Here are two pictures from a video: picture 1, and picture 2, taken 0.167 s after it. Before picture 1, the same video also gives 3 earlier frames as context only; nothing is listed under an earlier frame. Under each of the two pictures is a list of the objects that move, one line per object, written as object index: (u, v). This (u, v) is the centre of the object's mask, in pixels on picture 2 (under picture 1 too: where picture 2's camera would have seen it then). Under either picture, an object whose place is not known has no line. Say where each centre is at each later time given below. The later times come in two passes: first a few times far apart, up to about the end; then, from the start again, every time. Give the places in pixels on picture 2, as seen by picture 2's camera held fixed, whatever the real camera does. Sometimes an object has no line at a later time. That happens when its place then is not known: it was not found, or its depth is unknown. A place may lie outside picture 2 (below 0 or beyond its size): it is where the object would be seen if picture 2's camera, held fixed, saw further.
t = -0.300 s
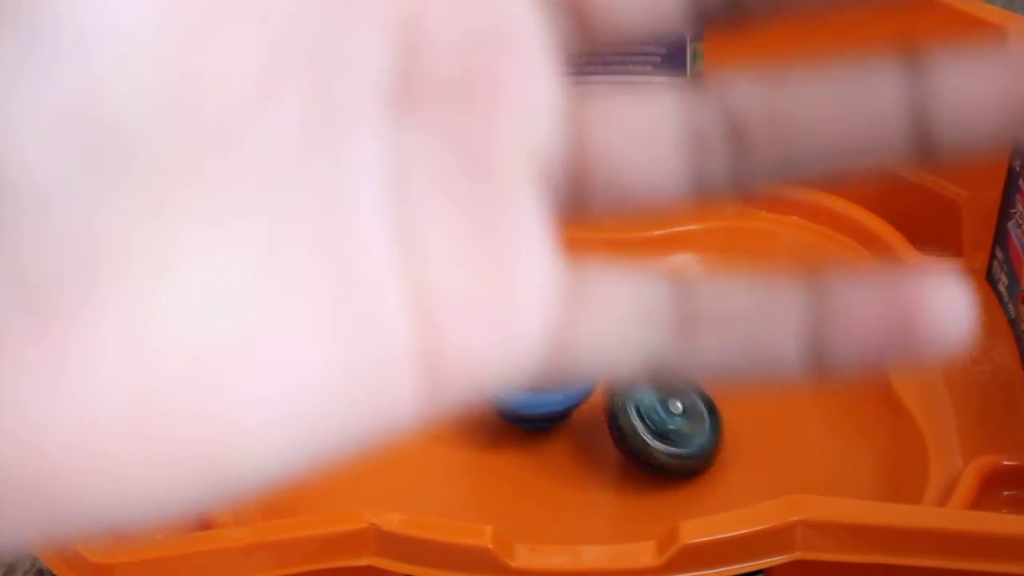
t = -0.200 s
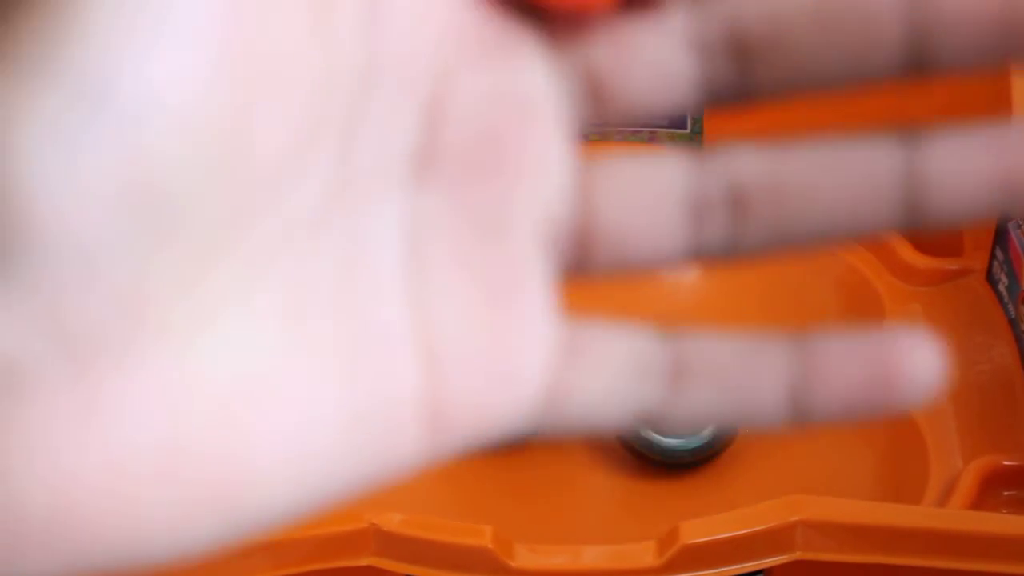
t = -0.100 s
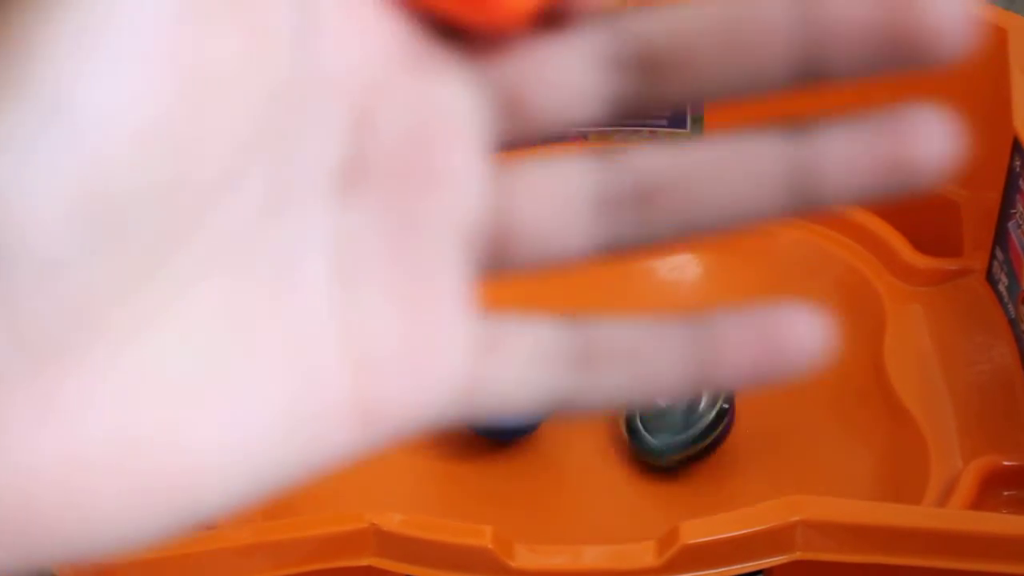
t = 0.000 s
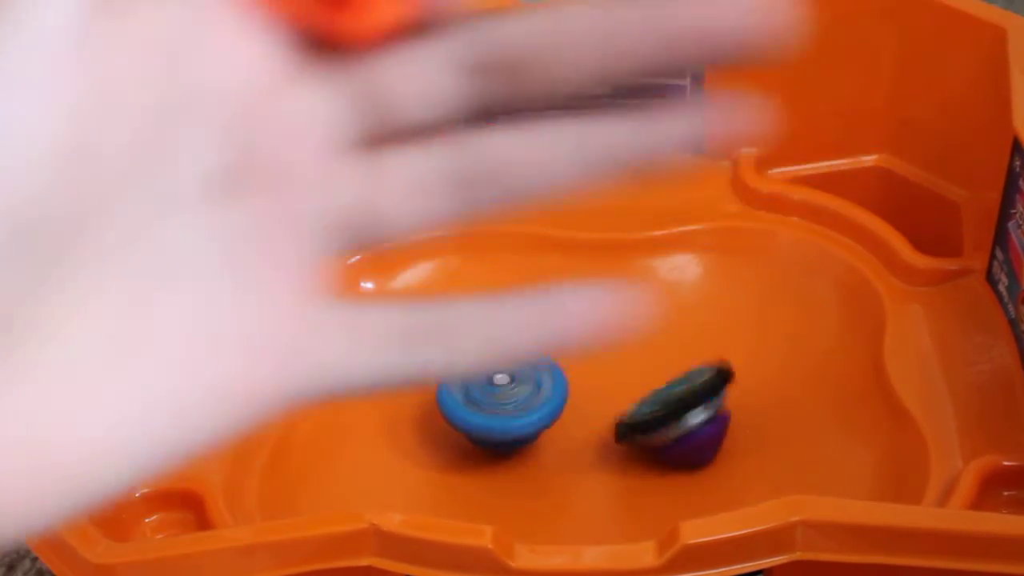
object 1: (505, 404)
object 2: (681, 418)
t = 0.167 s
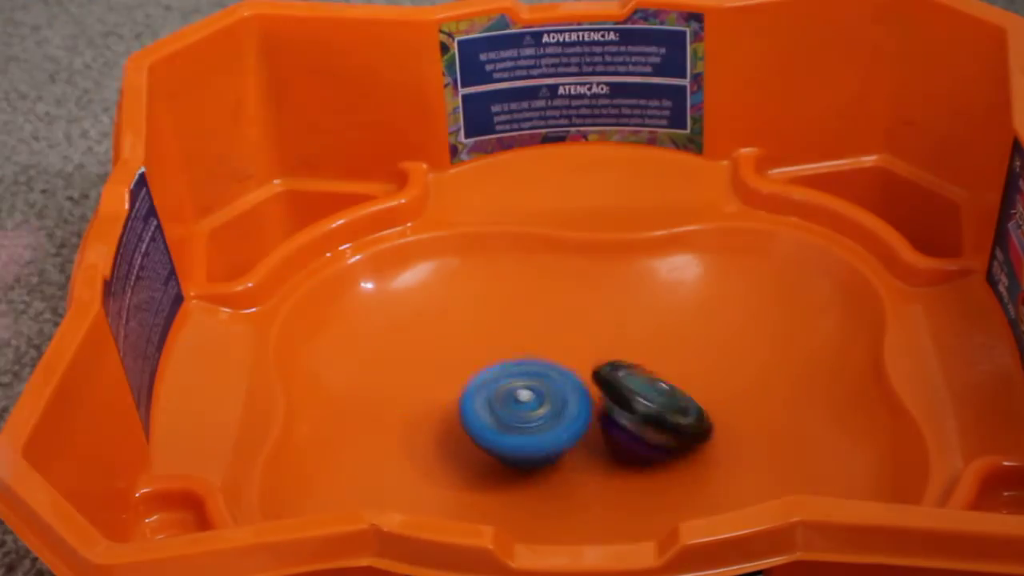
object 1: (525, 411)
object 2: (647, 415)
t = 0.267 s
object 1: (539, 421)
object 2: (655, 395)
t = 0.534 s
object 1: (566, 431)
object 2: (679, 331)
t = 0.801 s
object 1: (615, 425)
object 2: (664, 343)
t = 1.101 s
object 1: (639, 423)
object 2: (588, 350)
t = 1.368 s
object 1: (627, 434)
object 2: (602, 349)
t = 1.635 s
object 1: (605, 424)
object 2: (615, 343)
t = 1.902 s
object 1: (592, 420)
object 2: (604, 342)
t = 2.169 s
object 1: (584, 423)
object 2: (617, 345)
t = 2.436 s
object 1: (574, 422)
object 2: (615, 348)
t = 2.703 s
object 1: (572, 420)
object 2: (614, 347)
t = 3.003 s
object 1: (582, 421)
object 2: (619, 345)
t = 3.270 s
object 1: (600, 419)
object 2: (609, 341)
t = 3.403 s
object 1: (603, 418)
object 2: (609, 340)
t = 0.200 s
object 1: (532, 415)
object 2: (644, 408)
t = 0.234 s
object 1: (537, 419)
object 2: (646, 402)
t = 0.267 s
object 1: (539, 421)
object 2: (655, 395)
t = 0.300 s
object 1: (539, 423)
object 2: (667, 385)
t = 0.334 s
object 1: (540, 425)
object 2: (675, 376)
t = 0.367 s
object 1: (543, 426)
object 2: (680, 366)
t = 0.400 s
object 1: (547, 428)
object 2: (680, 355)
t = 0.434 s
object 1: (549, 429)
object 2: (679, 348)
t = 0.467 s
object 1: (556, 430)
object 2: (679, 340)
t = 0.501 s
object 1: (561, 431)
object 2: (679, 335)
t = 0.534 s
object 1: (566, 431)
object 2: (679, 331)
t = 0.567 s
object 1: (573, 431)
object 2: (679, 329)
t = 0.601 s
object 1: (578, 431)
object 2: (679, 328)
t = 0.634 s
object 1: (585, 430)
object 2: (680, 329)
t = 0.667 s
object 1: (591, 429)
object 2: (679, 331)
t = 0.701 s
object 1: (598, 428)
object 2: (678, 335)
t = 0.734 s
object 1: (604, 428)
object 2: (675, 340)
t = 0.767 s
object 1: (610, 426)
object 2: (671, 342)
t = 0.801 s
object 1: (615, 425)
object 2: (664, 343)
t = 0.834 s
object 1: (620, 423)
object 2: (654, 342)
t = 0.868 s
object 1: (625, 421)
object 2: (640, 341)
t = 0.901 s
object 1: (629, 420)
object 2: (623, 341)
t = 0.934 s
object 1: (633, 418)
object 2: (609, 344)
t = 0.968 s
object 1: (636, 418)
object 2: (600, 346)
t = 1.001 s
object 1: (636, 419)
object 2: (596, 347)
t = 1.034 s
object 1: (638, 421)
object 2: (593, 348)
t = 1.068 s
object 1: (639, 422)
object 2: (591, 350)
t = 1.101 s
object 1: (639, 423)
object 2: (588, 350)
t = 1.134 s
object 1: (639, 426)
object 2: (588, 351)
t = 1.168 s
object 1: (639, 427)
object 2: (588, 351)
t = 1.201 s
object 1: (638, 429)
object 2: (589, 351)
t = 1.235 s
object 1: (637, 430)
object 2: (591, 351)
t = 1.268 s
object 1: (636, 431)
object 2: (593, 351)
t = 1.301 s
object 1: (632, 433)
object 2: (596, 350)
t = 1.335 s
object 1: (630, 434)
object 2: (599, 350)
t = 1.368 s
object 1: (627, 434)
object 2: (602, 349)
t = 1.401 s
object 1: (624, 434)
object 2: (606, 348)
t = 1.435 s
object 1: (622, 434)
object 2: (609, 347)
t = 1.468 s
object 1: (618, 433)
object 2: (611, 346)
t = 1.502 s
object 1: (616, 432)
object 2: (613, 346)
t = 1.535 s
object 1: (613, 430)
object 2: (614, 345)
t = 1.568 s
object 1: (609, 428)
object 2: (614, 344)
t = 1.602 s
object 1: (607, 426)
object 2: (615, 343)
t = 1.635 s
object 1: (605, 424)
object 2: (615, 343)
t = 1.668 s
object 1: (602, 422)
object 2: (614, 342)
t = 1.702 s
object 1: (599, 421)
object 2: (612, 341)
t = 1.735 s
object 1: (597, 422)
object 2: (611, 342)
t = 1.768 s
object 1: (596, 422)
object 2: (608, 342)
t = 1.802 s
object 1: (595, 422)
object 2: (606, 343)
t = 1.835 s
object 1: (594, 422)
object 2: (605, 342)
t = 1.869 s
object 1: (592, 421)
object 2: (604, 342)
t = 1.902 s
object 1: (592, 420)
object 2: (604, 342)
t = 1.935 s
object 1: (591, 420)
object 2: (604, 342)
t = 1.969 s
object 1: (590, 421)
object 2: (605, 342)
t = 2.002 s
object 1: (589, 421)
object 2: (608, 343)
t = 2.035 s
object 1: (587, 422)
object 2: (610, 343)
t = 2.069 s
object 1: (587, 422)
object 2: (611, 345)
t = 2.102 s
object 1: (587, 422)
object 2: (614, 344)
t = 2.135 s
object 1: (586, 422)
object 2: (615, 345)
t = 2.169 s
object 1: (584, 423)
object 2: (617, 345)
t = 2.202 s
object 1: (583, 424)
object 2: (618, 346)
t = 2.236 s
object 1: (582, 424)
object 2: (618, 346)
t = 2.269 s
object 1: (582, 424)
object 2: (618, 347)
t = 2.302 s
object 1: (579, 425)
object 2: (619, 347)
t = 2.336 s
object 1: (577, 424)
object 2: (618, 347)
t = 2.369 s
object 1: (577, 423)
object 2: (617, 347)
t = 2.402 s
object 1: (575, 423)
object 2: (616, 347)
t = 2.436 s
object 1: (574, 422)
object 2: (615, 348)
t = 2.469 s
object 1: (574, 422)
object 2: (614, 347)
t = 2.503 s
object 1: (573, 420)
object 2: (613, 347)
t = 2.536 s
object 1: (572, 420)
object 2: (612, 346)
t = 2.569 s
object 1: (571, 420)
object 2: (612, 346)
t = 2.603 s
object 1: (571, 420)
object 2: (612, 346)
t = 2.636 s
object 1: (571, 420)
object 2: (612, 346)
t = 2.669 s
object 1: (571, 420)
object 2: (613, 347)
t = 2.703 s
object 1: (572, 420)
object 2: (614, 347)
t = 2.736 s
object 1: (571, 421)
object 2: (615, 347)
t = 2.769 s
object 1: (572, 421)
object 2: (615, 347)
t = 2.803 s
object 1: (574, 421)
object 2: (617, 347)
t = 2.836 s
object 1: (574, 421)
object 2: (619, 347)
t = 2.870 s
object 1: (576, 421)
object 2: (619, 347)
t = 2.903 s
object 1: (577, 421)
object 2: (620, 346)
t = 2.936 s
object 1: (578, 421)
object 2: (620, 346)
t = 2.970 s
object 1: (580, 421)
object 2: (620, 346)
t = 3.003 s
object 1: (582, 421)
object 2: (619, 345)
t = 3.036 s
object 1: (584, 420)
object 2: (618, 345)
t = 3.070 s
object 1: (587, 420)
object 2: (616, 344)
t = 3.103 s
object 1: (588, 421)
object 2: (615, 343)
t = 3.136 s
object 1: (590, 420)
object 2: (613, 343)
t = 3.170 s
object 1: (593, 420)
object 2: (612, 342)
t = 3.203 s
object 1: (594, 420)
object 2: (611, 342)
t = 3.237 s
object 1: (597, 419)
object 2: (610, 342)
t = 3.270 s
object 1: (600, 419)
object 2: (609, 341)
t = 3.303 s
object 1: (600, 419)
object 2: (608, 341)
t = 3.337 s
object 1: (601, 418)
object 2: (609, 341)
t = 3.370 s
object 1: (603, 418)
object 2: (609, 340)
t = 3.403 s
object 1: (603, 418)
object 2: (609, 340)
